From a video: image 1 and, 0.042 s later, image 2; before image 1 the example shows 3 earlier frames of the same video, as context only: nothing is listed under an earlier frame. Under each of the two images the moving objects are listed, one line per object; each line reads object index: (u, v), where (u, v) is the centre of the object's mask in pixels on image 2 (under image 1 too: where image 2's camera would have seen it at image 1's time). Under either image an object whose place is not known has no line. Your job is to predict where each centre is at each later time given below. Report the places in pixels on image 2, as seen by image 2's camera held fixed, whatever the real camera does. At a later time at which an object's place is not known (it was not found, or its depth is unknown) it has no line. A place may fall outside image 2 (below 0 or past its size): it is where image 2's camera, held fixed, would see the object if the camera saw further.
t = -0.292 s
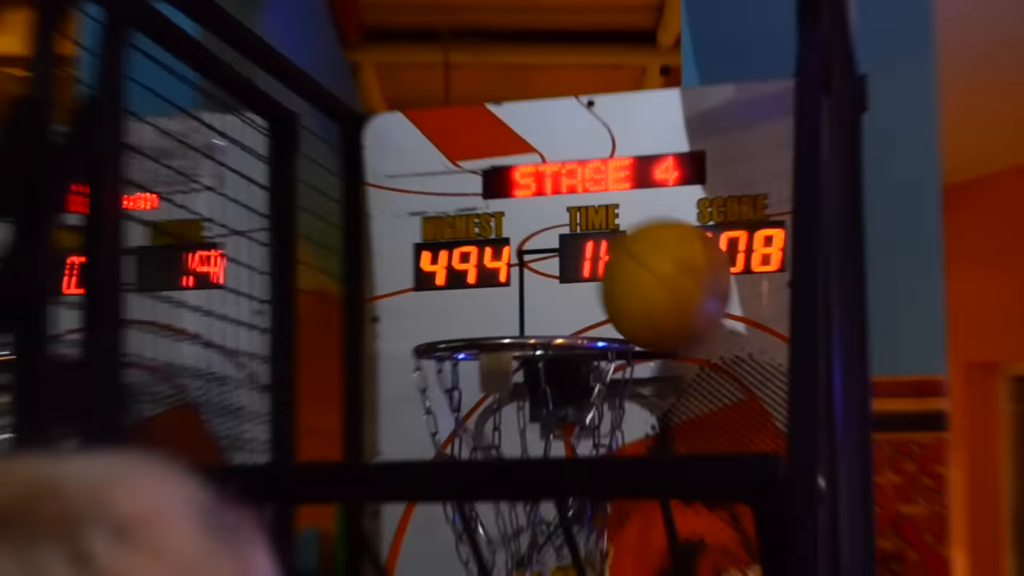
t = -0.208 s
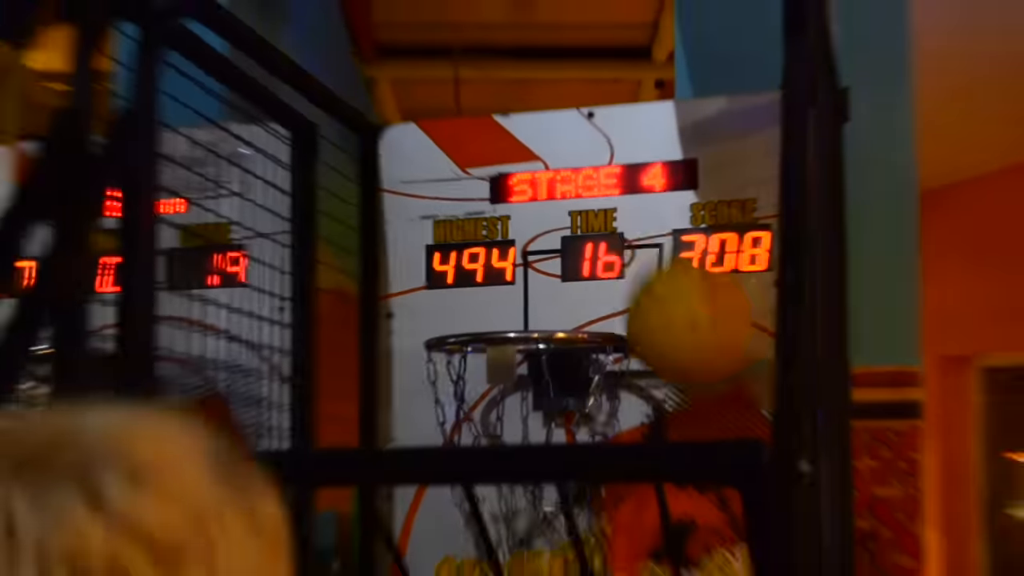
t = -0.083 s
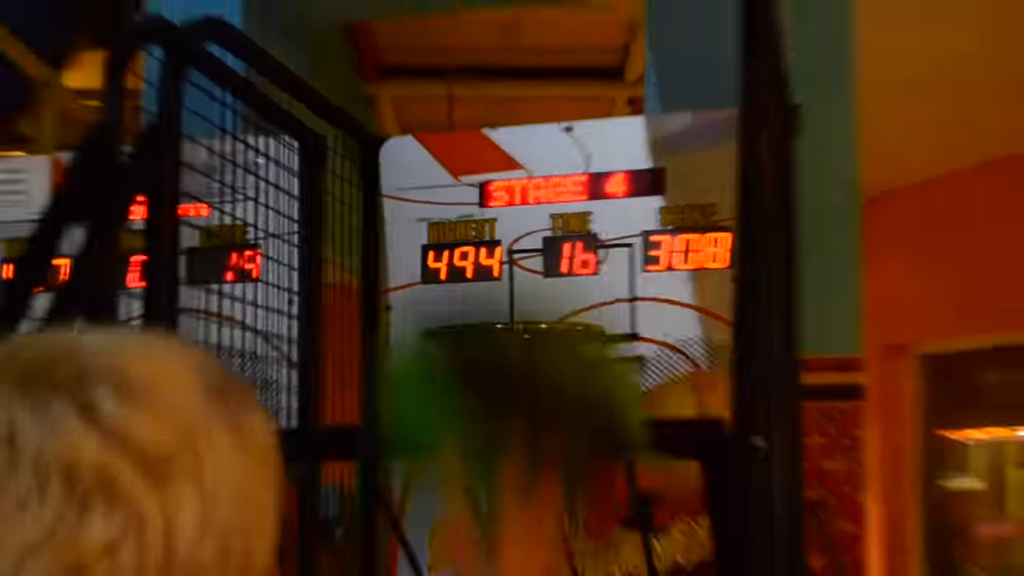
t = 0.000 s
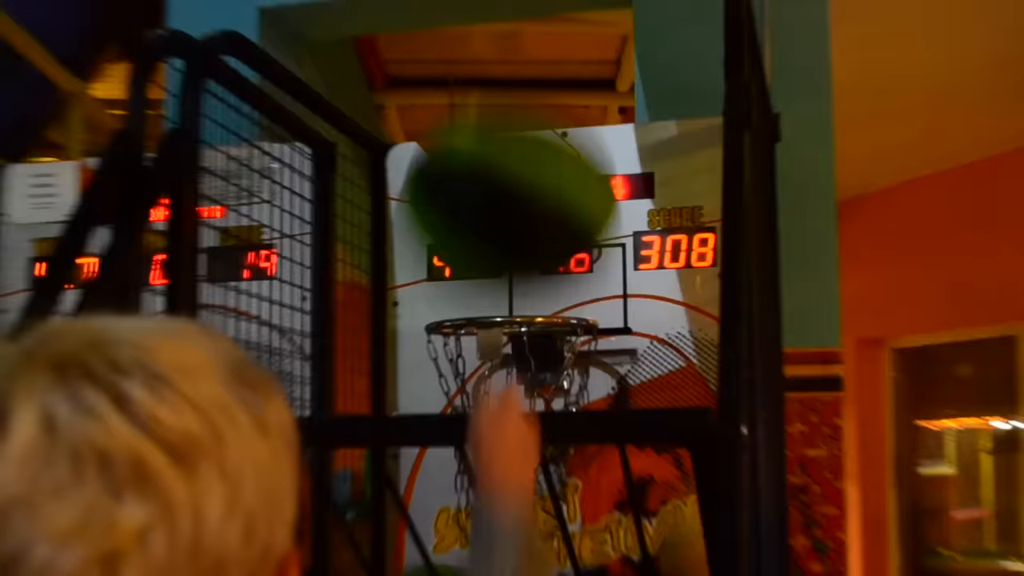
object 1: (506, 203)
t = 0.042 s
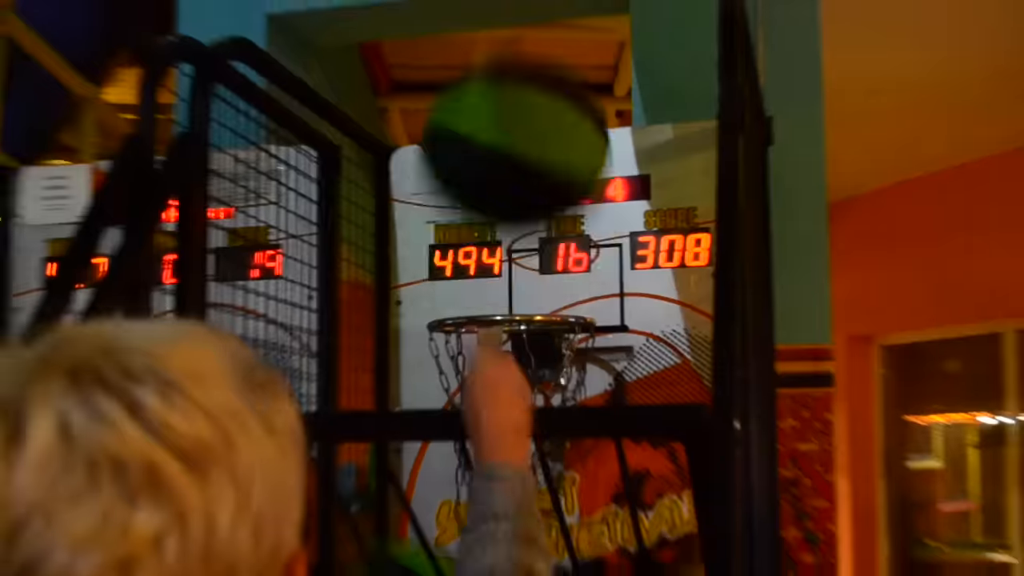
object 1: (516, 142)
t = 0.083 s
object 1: (519, 111)
